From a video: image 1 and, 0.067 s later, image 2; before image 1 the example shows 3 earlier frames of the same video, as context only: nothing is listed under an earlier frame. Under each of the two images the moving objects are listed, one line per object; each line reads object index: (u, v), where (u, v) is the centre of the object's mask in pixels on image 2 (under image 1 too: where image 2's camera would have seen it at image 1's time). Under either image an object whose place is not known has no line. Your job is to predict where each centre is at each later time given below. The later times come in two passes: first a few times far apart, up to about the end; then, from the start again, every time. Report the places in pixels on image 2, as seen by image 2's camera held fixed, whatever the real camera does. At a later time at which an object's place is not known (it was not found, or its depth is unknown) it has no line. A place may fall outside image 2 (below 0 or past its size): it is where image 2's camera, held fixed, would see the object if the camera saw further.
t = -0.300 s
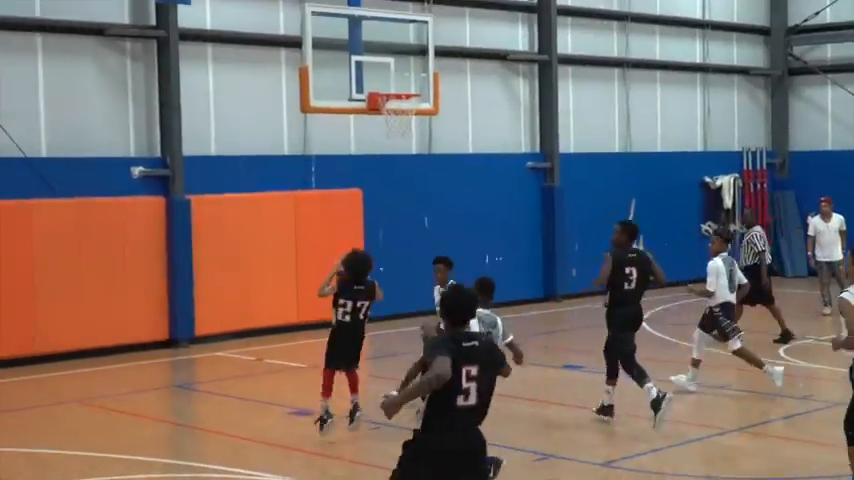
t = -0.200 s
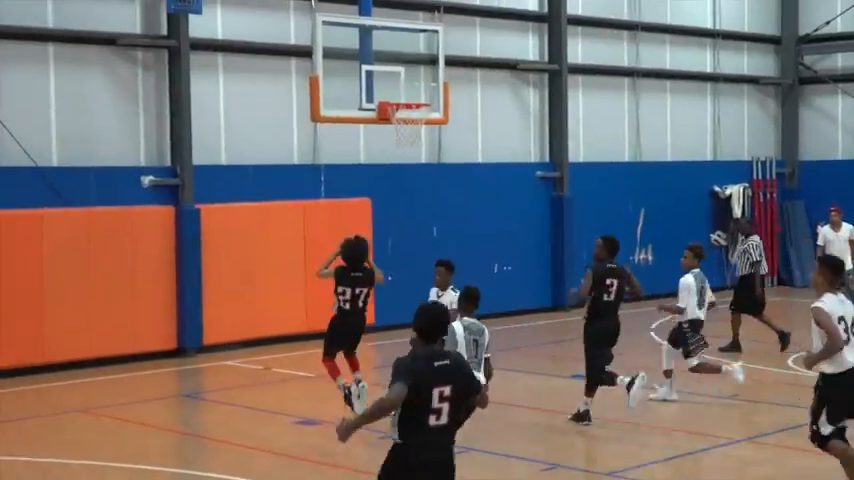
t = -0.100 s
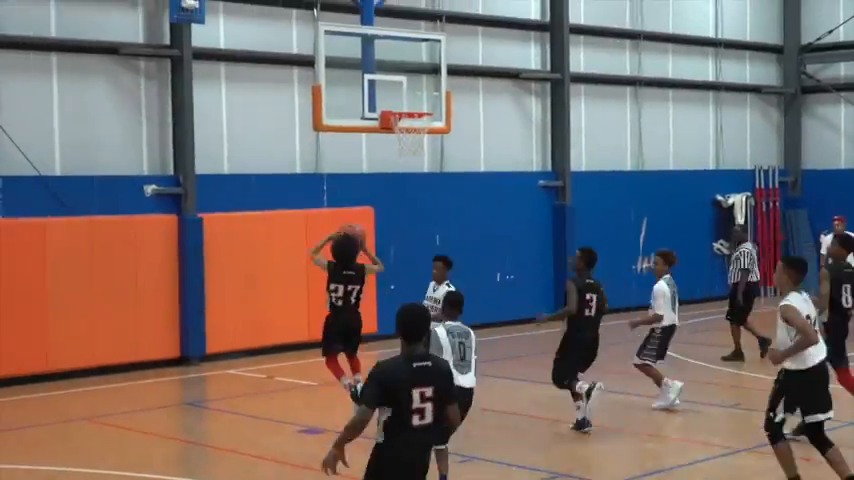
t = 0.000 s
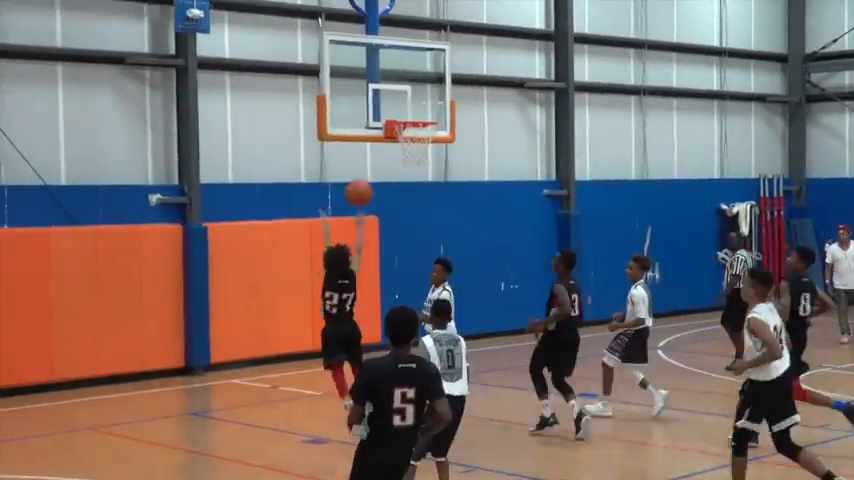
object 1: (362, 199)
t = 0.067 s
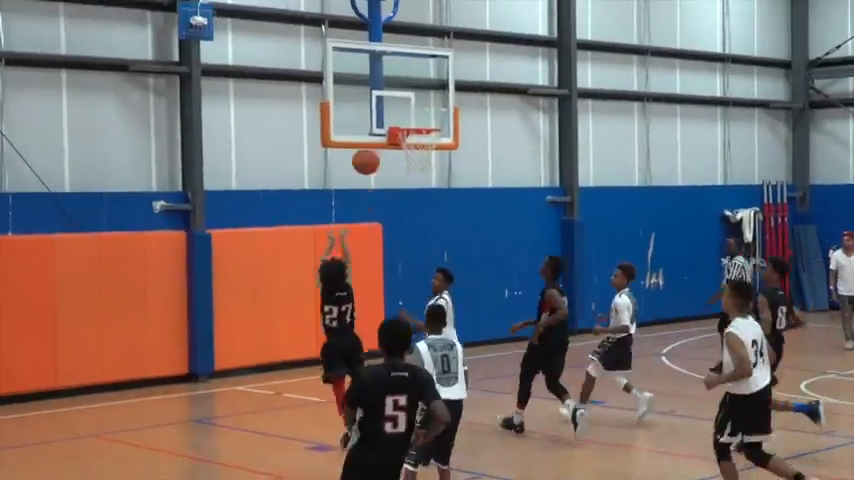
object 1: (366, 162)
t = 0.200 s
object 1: (373, 103)
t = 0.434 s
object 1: (386, 51)
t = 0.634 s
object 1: (397, 54)
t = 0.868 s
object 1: (408, 105)
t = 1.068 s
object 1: (401, 165)
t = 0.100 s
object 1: (368, 145)
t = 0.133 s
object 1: (369, 129)
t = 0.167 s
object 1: (371, 115)
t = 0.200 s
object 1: (373, 103)
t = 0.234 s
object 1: (375, 92)
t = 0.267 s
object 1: (377, 81)
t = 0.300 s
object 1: (379, 73)
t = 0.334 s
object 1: (382, 66)
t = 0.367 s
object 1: (384, 59)
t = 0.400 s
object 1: (385, 55)
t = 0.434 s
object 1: (386, 51)
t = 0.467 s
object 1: (388, 49)
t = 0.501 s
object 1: (390, 48)
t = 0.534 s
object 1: (392, 48)
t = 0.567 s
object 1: (394, 49)
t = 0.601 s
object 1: (395, 51)
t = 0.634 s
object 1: (397, 54)
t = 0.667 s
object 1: (398, 58)
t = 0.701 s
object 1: (401, 63)
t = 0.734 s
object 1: (402, 69)
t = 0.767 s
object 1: (404, 77)
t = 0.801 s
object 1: (406, 85)
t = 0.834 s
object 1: (407, 94)
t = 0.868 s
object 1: (408, 105)
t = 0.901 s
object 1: (410, 116)
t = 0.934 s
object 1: (411, 127)
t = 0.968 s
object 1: (409, 135)
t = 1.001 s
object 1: (407, 144)
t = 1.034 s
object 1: (403, 155)
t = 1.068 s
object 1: (401, 165)
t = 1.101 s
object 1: (398, 177)
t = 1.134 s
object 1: (396, 191)
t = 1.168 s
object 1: (393, 205)
